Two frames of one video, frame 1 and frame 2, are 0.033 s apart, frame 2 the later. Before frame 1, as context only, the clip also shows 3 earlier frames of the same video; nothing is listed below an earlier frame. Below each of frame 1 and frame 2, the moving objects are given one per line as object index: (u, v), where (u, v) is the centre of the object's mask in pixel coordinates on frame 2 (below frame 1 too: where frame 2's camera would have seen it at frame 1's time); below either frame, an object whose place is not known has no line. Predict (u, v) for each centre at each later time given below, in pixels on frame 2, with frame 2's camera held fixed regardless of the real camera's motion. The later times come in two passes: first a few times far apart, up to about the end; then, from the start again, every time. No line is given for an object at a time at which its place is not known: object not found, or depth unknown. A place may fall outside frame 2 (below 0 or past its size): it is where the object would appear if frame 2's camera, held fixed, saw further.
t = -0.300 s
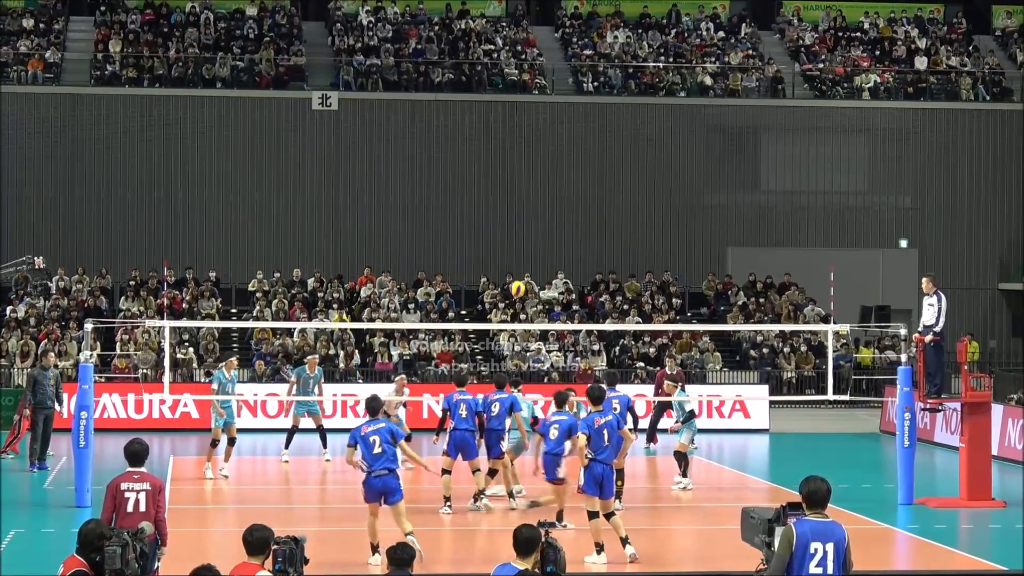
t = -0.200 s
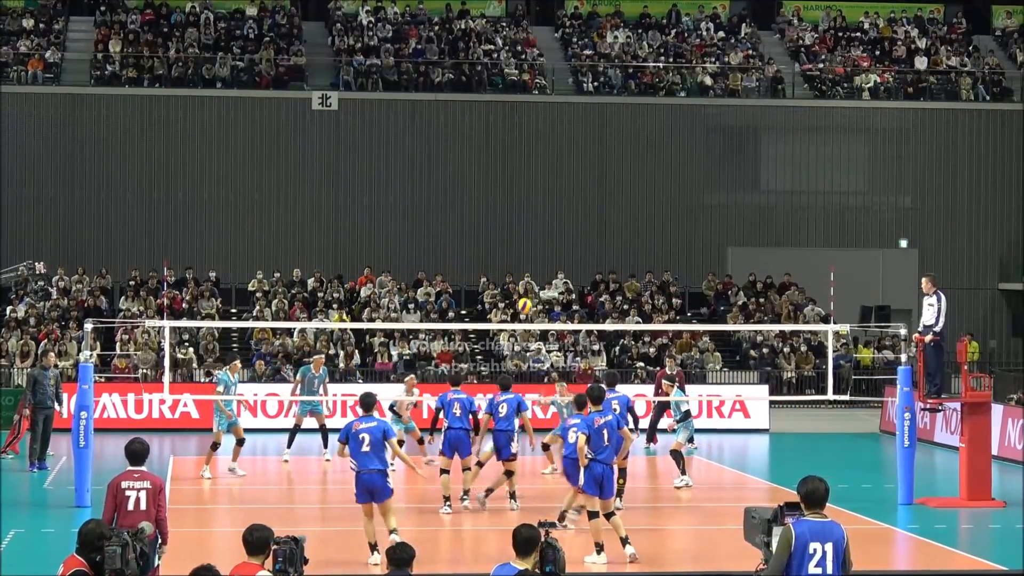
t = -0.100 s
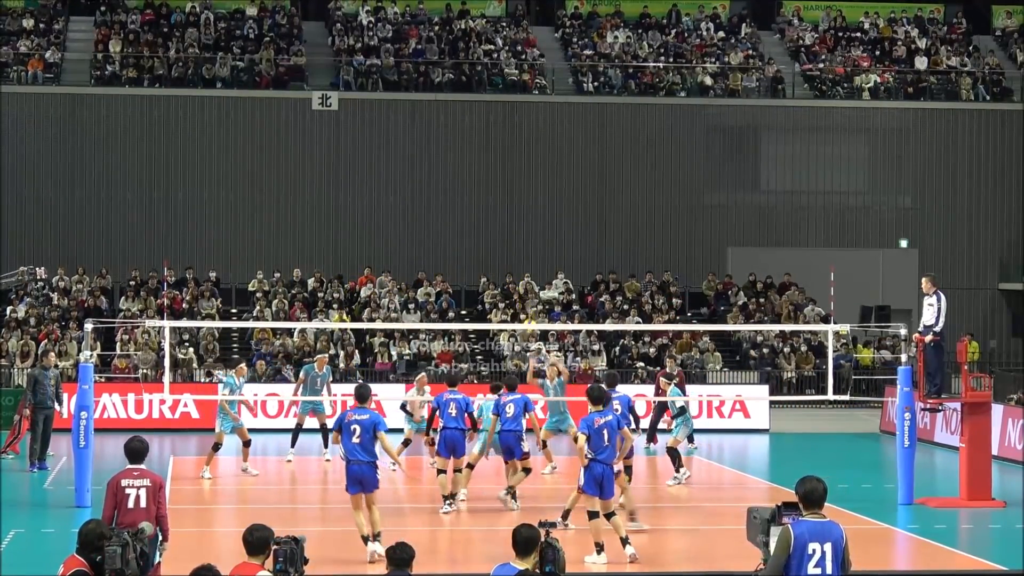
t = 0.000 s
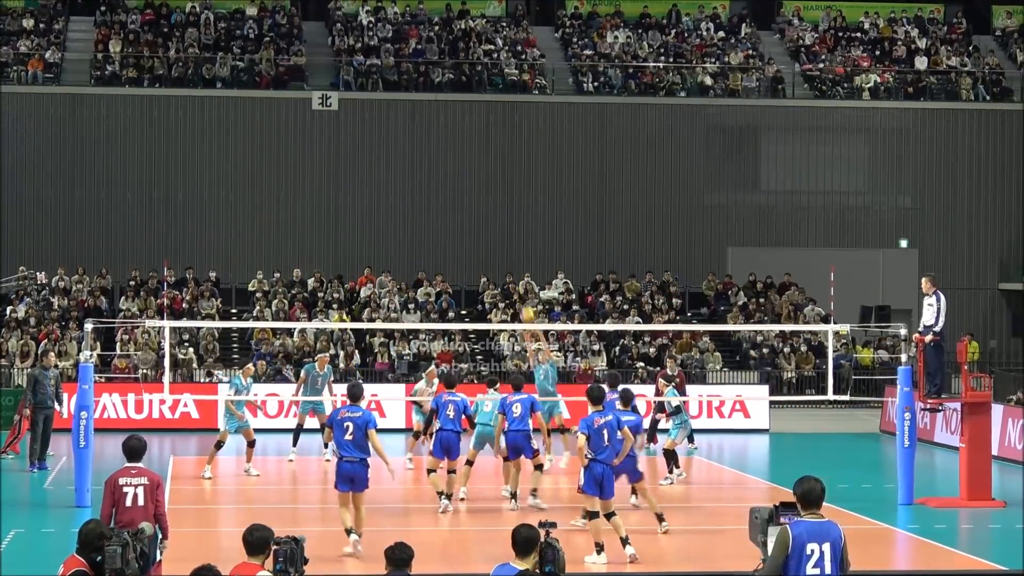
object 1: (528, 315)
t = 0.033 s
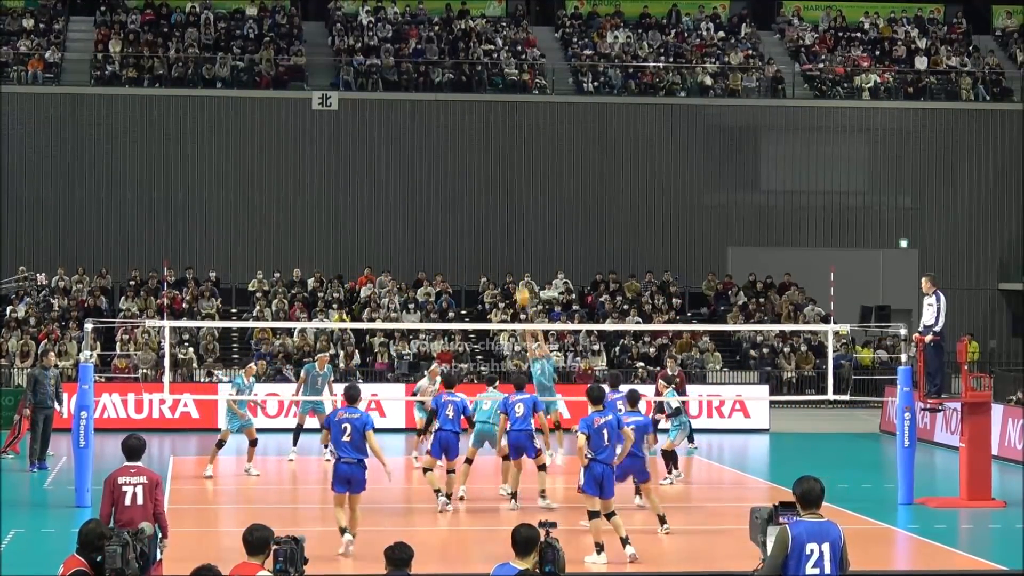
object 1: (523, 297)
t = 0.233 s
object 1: (497, 202)
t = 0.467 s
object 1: (468, 124)
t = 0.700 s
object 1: (440, 80)
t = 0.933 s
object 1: (412, 71)
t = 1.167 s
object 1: (384, 97)
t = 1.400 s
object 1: (355, 158)
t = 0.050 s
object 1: (521, 288)
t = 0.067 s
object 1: (518, 277)
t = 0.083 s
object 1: (516, 271)
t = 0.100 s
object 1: (513, 262)
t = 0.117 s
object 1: (512, 254)
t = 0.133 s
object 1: (509, 246)
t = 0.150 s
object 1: (507, 238)
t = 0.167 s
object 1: (505, 230)
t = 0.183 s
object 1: (503, 223)
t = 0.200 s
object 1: (501, 215)
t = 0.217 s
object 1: (499, 208)
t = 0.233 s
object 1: (497, 202)
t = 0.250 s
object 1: (495, 195)
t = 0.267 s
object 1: (493, 188)
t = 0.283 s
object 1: (491, 182)
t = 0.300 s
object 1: (489, 176)
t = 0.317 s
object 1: (487, 170)
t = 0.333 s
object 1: (485, 164)
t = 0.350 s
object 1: (483, 158)
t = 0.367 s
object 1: (481, 153)
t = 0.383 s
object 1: (478, 148)
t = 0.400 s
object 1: (476, 143)
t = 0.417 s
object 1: (474, 137)
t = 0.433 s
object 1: (472, 133)
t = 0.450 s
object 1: (470, 128)
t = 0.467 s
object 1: (468, 124)
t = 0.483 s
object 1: (466, 120)
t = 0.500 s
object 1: (464, 115)
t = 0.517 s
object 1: (462, 112)
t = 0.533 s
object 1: (460, 108)
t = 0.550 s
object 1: (458, 105)
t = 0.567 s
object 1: (456, 101)
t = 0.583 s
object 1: (455, 98)
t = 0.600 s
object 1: (452, 95)
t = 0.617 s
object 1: (450, 92)
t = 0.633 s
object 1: (448, 89)
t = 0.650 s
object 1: (446, 86)
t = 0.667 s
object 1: (444, 84)
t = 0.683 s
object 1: (442, 83)
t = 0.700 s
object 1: (440, 80)
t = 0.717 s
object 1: (438, 78)
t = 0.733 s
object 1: (436, 77)
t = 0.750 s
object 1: (434, 75)
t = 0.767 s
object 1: (433, 74)
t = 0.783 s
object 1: (430, 73)
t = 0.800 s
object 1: (428, 72)
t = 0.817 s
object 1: (427, 72)
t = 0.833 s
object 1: (424, 71)
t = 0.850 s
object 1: (422, 70)
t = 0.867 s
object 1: (420, 70)
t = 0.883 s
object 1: (418, 70)
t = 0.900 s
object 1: (416, 70)
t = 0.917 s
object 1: (414, 71)
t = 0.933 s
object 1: (412, 71)
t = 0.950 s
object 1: (410, 71)
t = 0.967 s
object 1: (408, 72)
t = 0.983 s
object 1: (406, 73)
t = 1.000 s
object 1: (403, 75)
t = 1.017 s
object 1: (402, 76)
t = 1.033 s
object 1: (400, 78)
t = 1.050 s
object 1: (398, 80)
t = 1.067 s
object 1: (396, 82)
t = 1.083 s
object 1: (394, 83)
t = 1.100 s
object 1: (392, 86)
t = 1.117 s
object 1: (390, 88)
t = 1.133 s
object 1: (388, 91)
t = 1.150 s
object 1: (385, 94)
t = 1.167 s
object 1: (384, 97)
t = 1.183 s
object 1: (382, 100)
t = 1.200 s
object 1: (380, 103)
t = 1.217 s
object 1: (377, 107)
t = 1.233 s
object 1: (375, 111)
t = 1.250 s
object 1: (373, 115)
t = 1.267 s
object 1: (371, 119)
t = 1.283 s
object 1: (369, 123)
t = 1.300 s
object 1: (367, 128)
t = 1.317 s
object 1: (365, 133)
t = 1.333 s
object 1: (363, 137)
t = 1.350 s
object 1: (361, 143)
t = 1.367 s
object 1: (359, 148)
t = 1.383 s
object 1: (357, 153)
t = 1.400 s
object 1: (355, 158)
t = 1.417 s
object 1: (353, 164)
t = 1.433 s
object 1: (351, 170)
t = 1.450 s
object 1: (349, 176)
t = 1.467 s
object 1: (346, 182)
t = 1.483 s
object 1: (345, 189)
